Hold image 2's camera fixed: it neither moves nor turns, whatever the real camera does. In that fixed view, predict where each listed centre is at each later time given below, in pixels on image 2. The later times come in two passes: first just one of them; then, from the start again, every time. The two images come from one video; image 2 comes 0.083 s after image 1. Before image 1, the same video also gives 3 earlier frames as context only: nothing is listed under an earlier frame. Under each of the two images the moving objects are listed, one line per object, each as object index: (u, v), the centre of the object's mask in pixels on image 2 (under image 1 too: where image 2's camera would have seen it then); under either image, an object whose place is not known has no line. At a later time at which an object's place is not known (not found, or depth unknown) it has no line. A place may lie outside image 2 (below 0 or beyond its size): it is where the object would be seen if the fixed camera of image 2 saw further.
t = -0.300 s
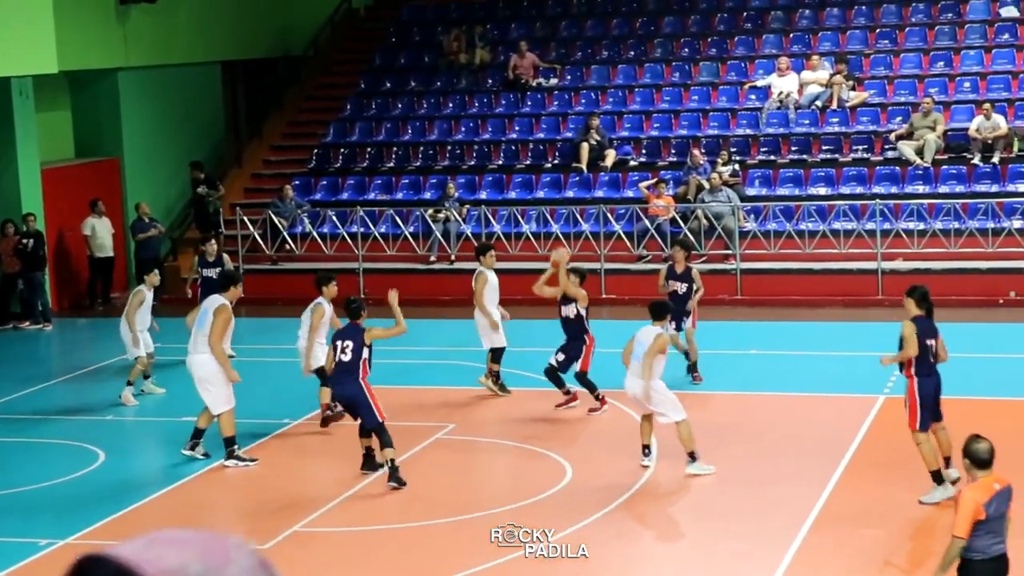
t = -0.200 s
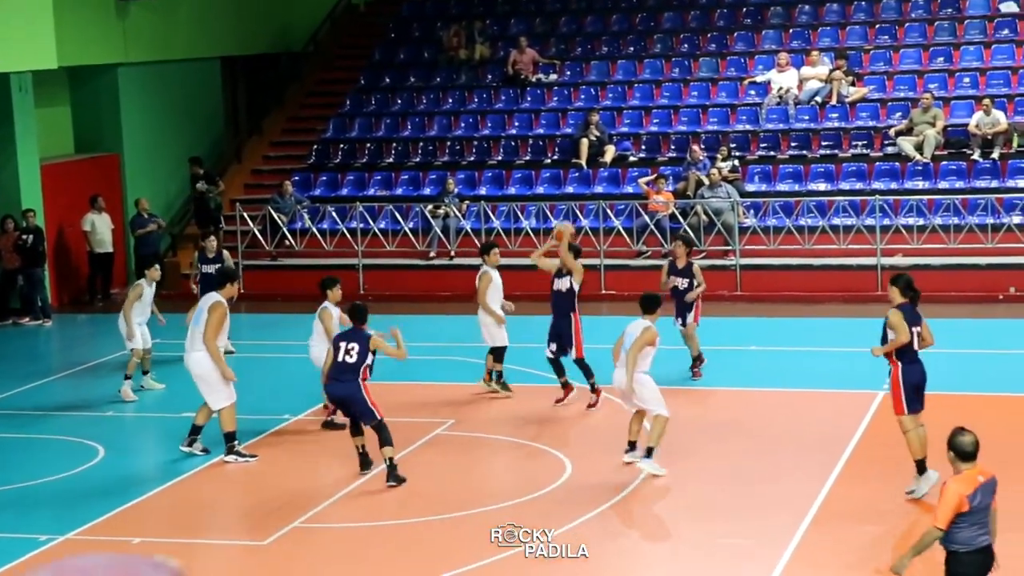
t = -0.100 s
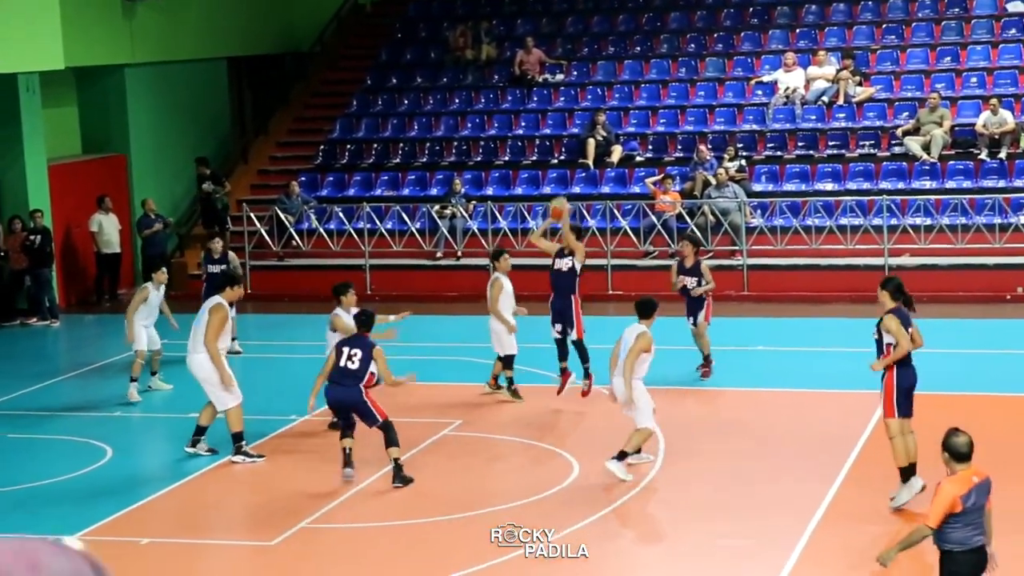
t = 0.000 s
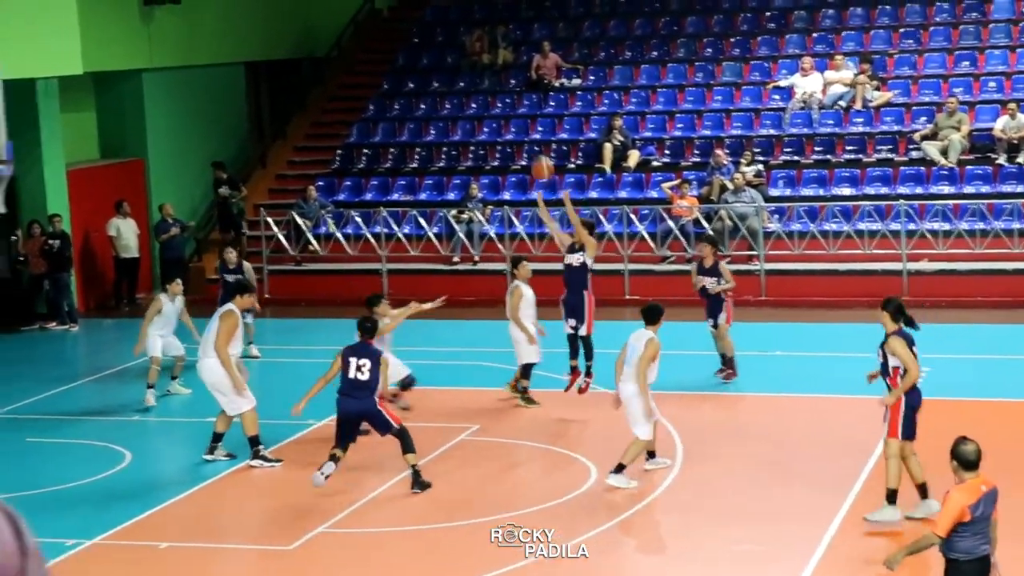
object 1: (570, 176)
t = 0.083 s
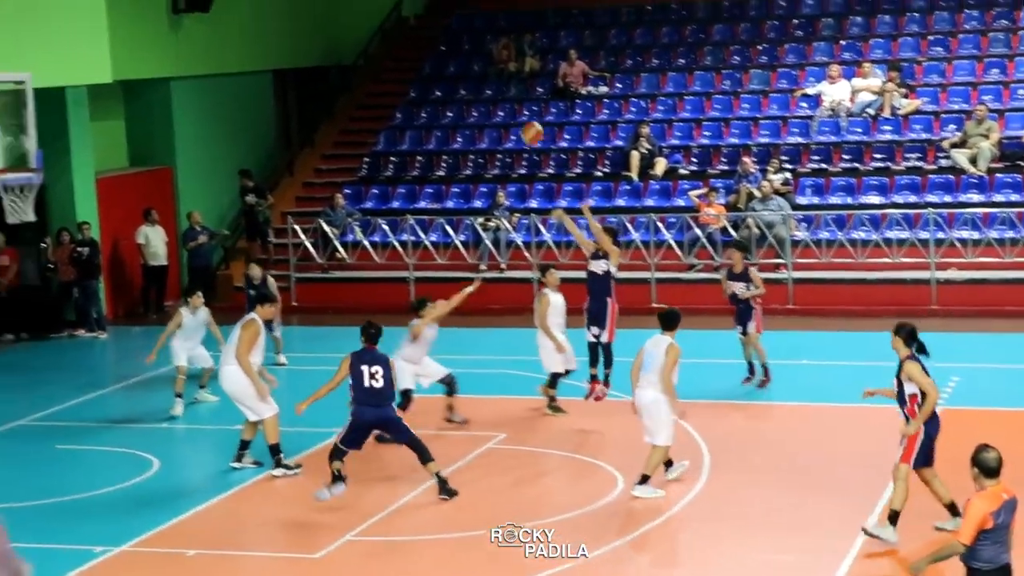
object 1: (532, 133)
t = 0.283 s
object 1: (444, 53)
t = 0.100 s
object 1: (525, 125)
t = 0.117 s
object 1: (518, 118)
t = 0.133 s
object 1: (510, 110)
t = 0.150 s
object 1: (503, 103)
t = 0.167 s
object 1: (496, 96)
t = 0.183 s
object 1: (488, 89)
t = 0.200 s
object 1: (482, 83)
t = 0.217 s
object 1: (473, 77)
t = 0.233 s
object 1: (466, 70)
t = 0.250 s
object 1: (459, 64)
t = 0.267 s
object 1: (451, 59)
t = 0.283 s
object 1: (444, 53)
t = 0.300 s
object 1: (437, 49)
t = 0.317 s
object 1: (430, 44)
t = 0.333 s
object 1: (422, 39)
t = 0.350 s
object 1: (414, 35)
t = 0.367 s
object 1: (407, 30)
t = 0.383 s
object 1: (400, 26)
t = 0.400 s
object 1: (392, 23)
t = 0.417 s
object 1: (385, 20)
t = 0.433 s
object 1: (379, 16)
